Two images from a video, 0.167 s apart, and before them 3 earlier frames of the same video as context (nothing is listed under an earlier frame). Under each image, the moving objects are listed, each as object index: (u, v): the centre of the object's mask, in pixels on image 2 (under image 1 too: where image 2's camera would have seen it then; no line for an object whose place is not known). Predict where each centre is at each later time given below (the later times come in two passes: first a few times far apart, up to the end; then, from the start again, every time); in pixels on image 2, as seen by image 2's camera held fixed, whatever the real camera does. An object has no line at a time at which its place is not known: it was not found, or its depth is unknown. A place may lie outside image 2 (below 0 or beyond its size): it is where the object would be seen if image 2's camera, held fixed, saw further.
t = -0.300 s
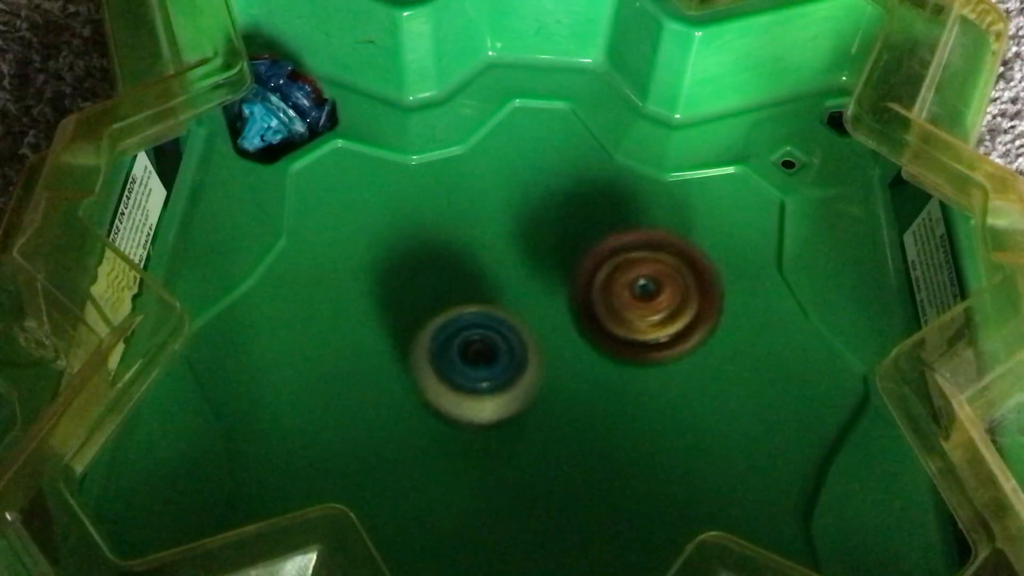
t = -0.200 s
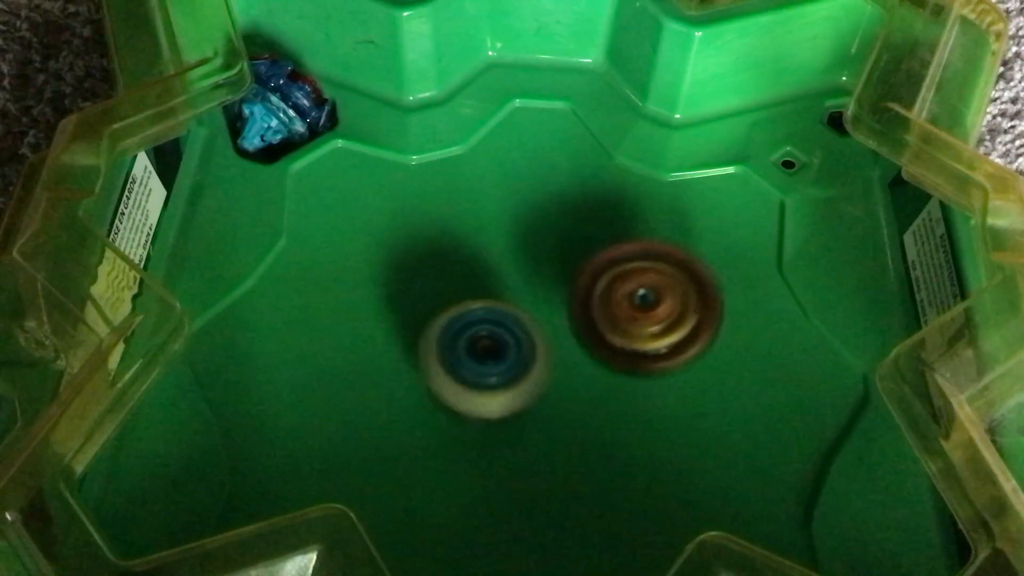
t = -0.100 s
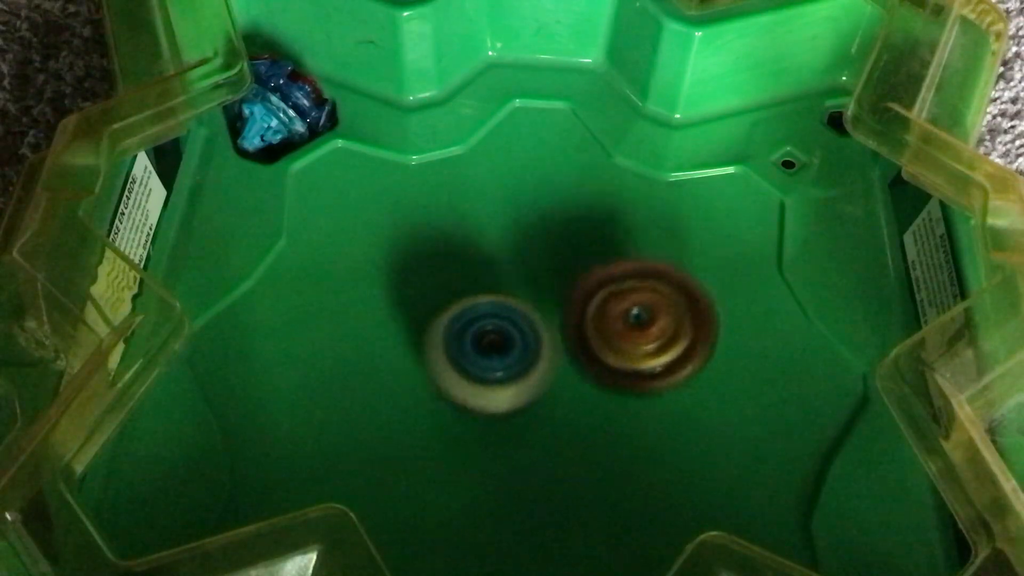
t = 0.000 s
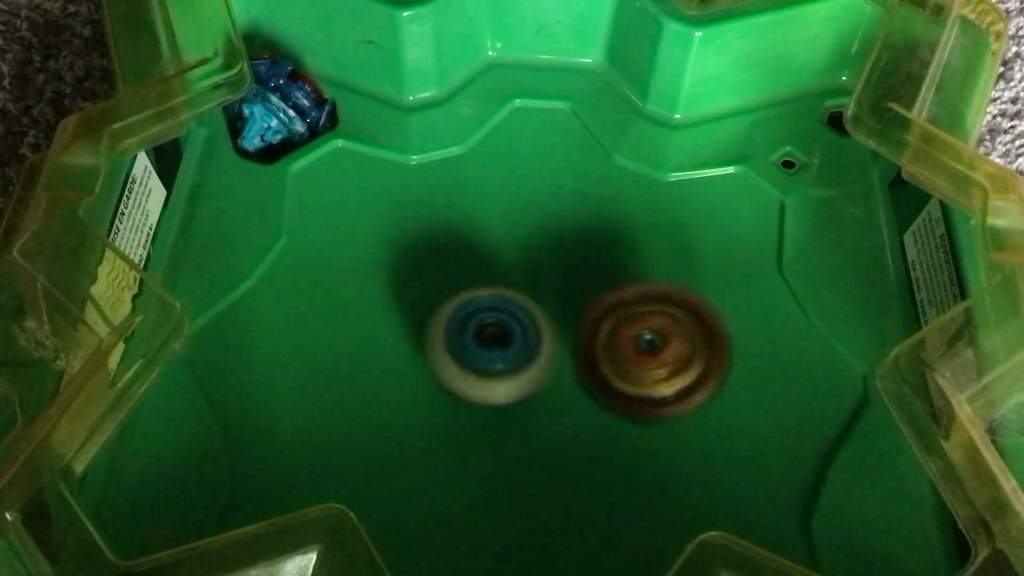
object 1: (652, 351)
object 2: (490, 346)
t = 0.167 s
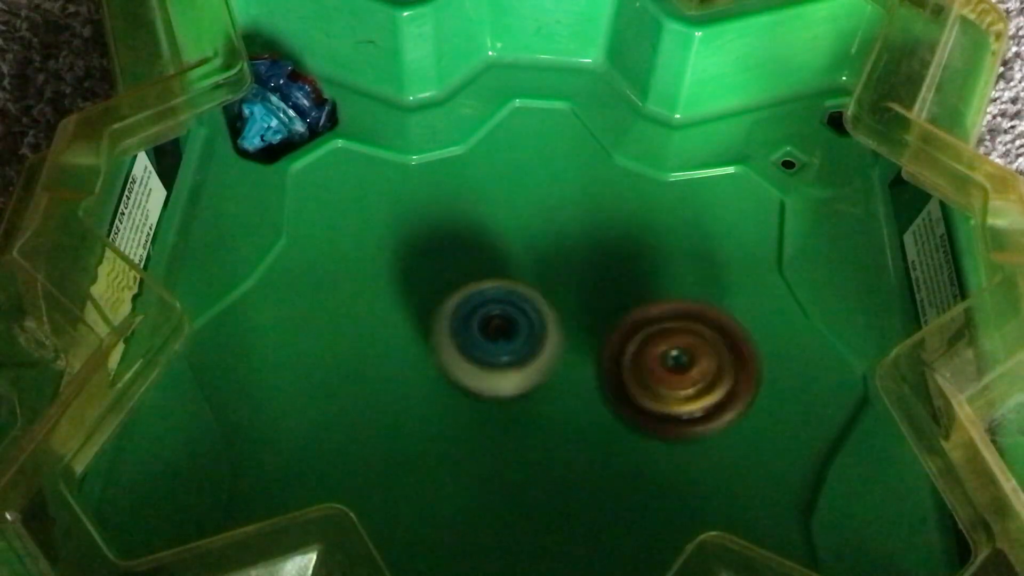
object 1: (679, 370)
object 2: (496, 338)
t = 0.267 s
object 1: (673, 371)
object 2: (503, 337)
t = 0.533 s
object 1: (657, 423)
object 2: (501, 320)
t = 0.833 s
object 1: (615, 438)
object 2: (515, 342)
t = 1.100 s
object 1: (547, 485)
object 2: (522, 346)
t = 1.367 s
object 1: (505, 473)
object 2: (535, 351)
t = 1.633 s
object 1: (452, 447)
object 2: (547, 356)
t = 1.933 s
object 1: (400, 405)
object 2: (556, 361)
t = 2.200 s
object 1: (395, 359)
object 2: (553, 366)
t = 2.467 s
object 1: (404, 320)
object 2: (547, 375)
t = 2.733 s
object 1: (440, 282)
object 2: (544, 386)
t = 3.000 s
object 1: (493, 255)
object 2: (538, 389)
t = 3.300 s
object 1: (555, 254)
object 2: (517, 387)
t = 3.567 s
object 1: (605, 283)
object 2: (502, 383)
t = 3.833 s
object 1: (641, 325)
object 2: (496, 372)
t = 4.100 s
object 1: (641, 372)
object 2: (492, 353)
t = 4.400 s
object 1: (608, 424)
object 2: (494, 344)
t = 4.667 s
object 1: (556, 457)
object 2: (511, 337)
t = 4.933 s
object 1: (496, 452)
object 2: (541, 336)
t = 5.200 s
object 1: (448, 411)
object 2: (562, 342)
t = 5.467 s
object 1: (421, 357)
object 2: (570, 354)
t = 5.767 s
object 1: (433, 306)
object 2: (567, 381)
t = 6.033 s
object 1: (486, 280)
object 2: (558, 402)
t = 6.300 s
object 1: (547, 263)
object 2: (528, 409)
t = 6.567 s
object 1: (584, 285)
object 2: (496, 396)
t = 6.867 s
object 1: (629, 338)
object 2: (472, 374)
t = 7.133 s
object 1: (629, 383)
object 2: (480, 351)
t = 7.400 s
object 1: (588, 432)
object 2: (503, 328)
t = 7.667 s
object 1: (522, 447)
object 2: (543, 328)
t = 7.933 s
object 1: (465, 428)
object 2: (572, 348)
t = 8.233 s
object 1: (420, 374)
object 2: (576, 381)
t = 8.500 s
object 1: (433, 317)
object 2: (554, 406)
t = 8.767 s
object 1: (486, 276)
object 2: (518, 411)
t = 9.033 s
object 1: (556, 268)
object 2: (493, 392)
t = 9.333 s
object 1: (618, 295)
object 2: (486, 361)
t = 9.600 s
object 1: (656, 350)
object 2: (486, 341)
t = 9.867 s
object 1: (662, 401)
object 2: (495, 345)
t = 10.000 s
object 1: (624, 424)
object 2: (504, 347)
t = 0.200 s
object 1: (679, 370)
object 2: (498, 337)
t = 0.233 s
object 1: (678, 370)
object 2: (500, 338)
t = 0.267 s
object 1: (673, 371)
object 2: (503, 337)
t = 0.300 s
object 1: (668, 373)
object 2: (504, 337)
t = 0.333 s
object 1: (659, 375)
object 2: (506, 336)
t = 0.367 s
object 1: (651, 379)
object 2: (509, 337)
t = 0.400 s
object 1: (647, 386)
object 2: (508, 334)
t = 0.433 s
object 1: (650, 398)
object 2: (505, 327)
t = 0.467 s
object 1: (652, 408)
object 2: (502, 323)
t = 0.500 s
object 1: (654, 416)
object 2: (501, 321)
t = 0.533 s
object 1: (657, 423)
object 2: (501, 320)
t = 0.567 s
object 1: (657, 429)
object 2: (502, 321)
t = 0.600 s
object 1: (657, 432)
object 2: (503, 322)
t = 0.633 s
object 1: (656, 434)
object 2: (504, 325)
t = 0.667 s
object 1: (654, 435)
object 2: (507, 329)
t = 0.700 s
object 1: (650, 436)
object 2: (509, 331)
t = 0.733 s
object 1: (644, 437)
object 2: (510, 335)
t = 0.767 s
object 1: (636, 438)
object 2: (512, 338)
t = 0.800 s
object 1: (628, 438)
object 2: (514, 341)
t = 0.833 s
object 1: (615, 438)
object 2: (515, 342)
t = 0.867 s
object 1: (604, 442)
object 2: (516, 342)
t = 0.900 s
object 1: (594, 448)
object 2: (516, 342)
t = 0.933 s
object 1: (584, 454)
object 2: (516, 340)
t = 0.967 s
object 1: (575, 461)
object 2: (517, 341)
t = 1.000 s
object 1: (565, 469)
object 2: (518, 341)
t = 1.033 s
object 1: (559, 474)
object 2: (520, 342)
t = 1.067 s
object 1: (554, 480)
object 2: (520, 344)
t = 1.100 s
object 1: (547, 485)
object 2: (522, 346)
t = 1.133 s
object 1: (545, 486)
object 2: (523, 347)
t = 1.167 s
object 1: (542, 486)
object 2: (523, 349)
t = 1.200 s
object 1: (537, 484)
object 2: (525, 350)
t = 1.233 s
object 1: (533, 482)
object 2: (526, 351)
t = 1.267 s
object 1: (527, 480)
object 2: (527, 351)
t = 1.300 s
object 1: (520, 476)
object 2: (529, 352)
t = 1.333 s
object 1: (514, 473)
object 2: (531, 352)
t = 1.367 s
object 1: (505, 473)
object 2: (535, 351)
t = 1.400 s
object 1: (496, 472)
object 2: (538, 351)
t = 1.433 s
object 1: (489, 470)
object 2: (540, 351)
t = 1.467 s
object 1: (484, 467)
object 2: (541, 352)
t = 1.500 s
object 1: (476, 463)
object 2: (544, 352)
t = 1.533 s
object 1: (471, 459)
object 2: (544, 353)
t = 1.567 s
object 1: (465, 455)
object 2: (544, 354)
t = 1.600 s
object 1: (458, 451)
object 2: (546, 355)
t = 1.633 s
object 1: (452, 447)
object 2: (547, 356)
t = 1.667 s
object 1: (446, 443)
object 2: (549, 357)
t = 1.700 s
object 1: (440, 439)
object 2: (549, 358)
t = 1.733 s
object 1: (435, 433)
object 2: (550, 359)
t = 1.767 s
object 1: (432, 428)
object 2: (550, 360)
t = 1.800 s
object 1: (427, 423)
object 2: (550, 360)
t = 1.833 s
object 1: (419, 417)
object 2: (551, 360)
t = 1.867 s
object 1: (411, 413)
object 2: (554, 361)
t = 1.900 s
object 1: (406, 408)
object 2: (556, 360)
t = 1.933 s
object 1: (400, 405)
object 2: (556, 361)
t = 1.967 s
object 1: (398, 402)
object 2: (557, 361)
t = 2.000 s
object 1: (397, 398)
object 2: (556, 362)
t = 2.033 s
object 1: (398, 392)
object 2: (555, 362)
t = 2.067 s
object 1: (399, 388)
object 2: (553, 362)
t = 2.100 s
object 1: (401, 382)
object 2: (551, 363)
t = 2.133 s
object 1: (403, 374)
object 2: (551, 363)
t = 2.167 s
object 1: (399, 366)
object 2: (552, 365)
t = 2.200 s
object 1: (395, 359)
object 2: (553, 366)
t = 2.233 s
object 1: (392, 352)
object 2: (553, 367)
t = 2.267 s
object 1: (391, 348)
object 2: (553, 367)
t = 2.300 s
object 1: (392, 343)
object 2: (551, 368)
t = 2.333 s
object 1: (393, 339)
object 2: (551, 369)
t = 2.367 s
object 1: (395, 335)
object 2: (549, 370)
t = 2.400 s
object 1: (399, 331)
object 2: (548, 371)
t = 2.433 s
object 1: (403, 326)
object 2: (546, 372)
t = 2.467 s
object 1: (404, 320)
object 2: (547, 375)
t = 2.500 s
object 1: (406, 314)
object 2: (549, 377)
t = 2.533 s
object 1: (408, 309)
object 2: (549, 379)
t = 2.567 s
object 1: (412, 303)
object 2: (549, 382)
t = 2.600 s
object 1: (416, 299)
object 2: (548, 383)
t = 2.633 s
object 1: (421, 295)
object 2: (548, 384)
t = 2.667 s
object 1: (427, 291)
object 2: (547, 384)
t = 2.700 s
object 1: (432, 286)
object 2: (546, 385)
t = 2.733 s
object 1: (440, 282)
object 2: (544, 386)
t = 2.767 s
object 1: (447, 278)
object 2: (544, 387)
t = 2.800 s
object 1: (452, 273)
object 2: (545, 389)
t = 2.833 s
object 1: (459, 268)
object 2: (545, 391)
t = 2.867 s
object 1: (466, 264)
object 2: (544, 391)
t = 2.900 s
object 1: (473, 260)
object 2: (543, 391)
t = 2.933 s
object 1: (481, 258)
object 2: (542, 390)
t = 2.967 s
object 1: (487, 256)
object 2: (541, 390)
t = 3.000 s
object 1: (493, 255)
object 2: (538, 389)
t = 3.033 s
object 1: (501, 254)
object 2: (536, 388)
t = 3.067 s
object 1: (510, 253)
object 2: (534, 388)
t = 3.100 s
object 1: (517, 252)
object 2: (532, 389)
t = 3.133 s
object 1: (525, 250)
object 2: (529, 389)
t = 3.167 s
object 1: (532, 249)
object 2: (526, 389)
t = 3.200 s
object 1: (539, 249)
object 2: (524, 389)
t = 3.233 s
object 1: (543, 250)
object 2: (521, 389)
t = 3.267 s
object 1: (548, 252)
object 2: (520, 388)
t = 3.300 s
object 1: (555, 254)
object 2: (517, 387)
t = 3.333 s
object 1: (562, 257)
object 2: (514, 386)
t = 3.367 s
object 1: (567, 260)
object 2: (512, 386)
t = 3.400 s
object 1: (575, 263)
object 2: (510, 386)
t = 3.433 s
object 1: (582, 266)
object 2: (507, 386)
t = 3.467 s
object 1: (587, 269)
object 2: (505, 386)
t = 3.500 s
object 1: (594, 273)
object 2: (504, 386)
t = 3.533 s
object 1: (598, 278)
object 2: (503, 384)
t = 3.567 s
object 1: (605, 283)
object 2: (502, 383)
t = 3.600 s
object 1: (612, 287)
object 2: (501, 382)
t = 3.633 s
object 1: (617, 291)
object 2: (500, 382)
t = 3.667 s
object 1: (621, 297)
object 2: (500, 380)
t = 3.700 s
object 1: (627, 302)
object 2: (498, 379)
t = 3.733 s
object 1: (632, 308)
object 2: (497, 377)
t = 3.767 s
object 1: (636, 313)
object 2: (497, 376)
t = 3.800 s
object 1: (639, 319)
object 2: (496, 374)
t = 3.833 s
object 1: (641, 325)
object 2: (496, 372)
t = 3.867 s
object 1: (643, 330)
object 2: (497, 369)
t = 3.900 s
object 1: (644, 335)
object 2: (497, 367)
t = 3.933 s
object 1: (644, 341)
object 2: (496, 365)
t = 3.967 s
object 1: (646, 348)
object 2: (494, 362)
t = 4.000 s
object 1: (645, 354)
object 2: (493, 360)
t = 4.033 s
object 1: (644, 360)
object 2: (493, 358)
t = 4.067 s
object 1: (643, 365)
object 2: (492, 355)
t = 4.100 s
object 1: (641, 372)
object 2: (492, 353)
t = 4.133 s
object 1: (640, 380)
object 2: (491, 351)
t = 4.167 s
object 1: (639, 387)
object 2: (490, 349)
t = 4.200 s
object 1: (638, 394)
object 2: (490, 348)
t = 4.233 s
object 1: (634, 400)
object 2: (490, 346)
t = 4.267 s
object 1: (631, 407)
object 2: (491, 346)
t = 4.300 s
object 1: (626, 412)
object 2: (491, 345)
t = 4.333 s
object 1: (621, 416)
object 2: (491, 345)
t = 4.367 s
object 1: (616, 421)
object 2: (492, 345)
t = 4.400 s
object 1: (608, 424)
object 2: (494, 344)
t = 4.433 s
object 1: (602, 429)
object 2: (495, 342)
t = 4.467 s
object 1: (595, 436)
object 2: (496, 341)
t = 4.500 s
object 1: (589, 440)
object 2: (499, 340)
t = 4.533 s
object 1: (581, 445)
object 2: (501, 339)
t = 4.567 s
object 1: (576, 451)
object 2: (503, 339)
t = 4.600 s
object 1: (569, 453)
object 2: (506, 338)
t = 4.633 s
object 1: (562, 456)
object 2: (509, 338)
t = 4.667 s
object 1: (556, 457)
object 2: (511, 337)
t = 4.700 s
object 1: (548, 458)
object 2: (515, 337)
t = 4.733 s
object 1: (540, 458)
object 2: (518, 336)
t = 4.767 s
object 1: (532, 457)
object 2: (522, 335)
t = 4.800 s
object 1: (524, 456)
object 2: (526, 334)
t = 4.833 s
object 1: (515, 456)
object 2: (529, 335)
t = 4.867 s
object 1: (509, 456)
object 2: (533, 335)
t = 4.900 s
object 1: (502, 454)
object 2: (537, 336)
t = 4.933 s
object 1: (496, 452)
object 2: (541, 336)
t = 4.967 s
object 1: (490, 448)
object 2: (544, 336)
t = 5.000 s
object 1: (484, 444)
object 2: (547, 337)
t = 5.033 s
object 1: (478, 439)
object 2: (550, 338)
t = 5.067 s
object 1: (472, 435)
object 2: (553, 338)
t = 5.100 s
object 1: (465, 429)
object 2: (556, 339)
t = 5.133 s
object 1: (459, 423)
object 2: (559, 340)
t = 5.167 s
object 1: (453, 417)
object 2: (561, 341)
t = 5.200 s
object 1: (448, 411)
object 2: (562, 342)
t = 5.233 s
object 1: (444, 404)
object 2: (564, 343)
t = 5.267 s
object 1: (439, 397)
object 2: (566, 344)
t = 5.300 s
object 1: (434, 391)
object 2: (567, 346)
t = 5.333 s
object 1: (428, 384)
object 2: (569, 347)
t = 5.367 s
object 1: (425, 377)
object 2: (571, 348)
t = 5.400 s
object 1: (422, 370)
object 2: (571, 350)
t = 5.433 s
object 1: (421, 364)
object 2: (571, 352)
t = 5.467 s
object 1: (421, 357)
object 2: (570, 354)
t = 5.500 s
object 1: (421, 350)
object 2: (569, 357)
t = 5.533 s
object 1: (421, 343)
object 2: (568, 360)
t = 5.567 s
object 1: (421, 336)
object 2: (569, 364)
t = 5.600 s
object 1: (421, 330)
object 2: (570, 367)
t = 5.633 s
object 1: (423, 323)
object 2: (570, 370)
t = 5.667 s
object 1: (424, 318)
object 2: (570, 373)
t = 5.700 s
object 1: (427, 314)
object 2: (569, 376)
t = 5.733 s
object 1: (430, 310)
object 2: (568, 379)
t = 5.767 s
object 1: (433, 306)
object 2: (567, 381)
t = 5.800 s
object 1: (439, 302)
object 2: (566, 384)
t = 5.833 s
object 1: (444, 299)
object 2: (565, 386)
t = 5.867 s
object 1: (449, 296)
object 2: (565, 389)
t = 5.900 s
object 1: (456, 292)
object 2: (565, 391)
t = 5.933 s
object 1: (463, 289)
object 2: (564, 394)
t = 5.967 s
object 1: (470, 287)
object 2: (563, 396)
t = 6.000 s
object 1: (479, 284)
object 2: (560, 399)
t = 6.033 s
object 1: (486, 280)
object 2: (558, 402)
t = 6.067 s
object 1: (495, 277)
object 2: (556, 403)
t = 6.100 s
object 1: (502, 275)
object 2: (552, 404)
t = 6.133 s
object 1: (511, 273)
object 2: (548, 405)
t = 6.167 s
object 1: (519, 270)
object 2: (544, 406)
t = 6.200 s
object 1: (529, 266)
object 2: (541, 408)
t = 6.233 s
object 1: (535, 264)
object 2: (537, 408)
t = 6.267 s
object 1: (541, 263)
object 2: (533, 409)
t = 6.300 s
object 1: (547, 263)
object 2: (528, 409)
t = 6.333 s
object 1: (553, 263)
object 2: (523, 409)
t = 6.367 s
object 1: (557, 263)
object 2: (519, 408)
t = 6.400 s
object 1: (562, 265)
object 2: (516, 406)
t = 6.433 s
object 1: (565, 267)
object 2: (512, 405)
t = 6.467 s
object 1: (570, 271)
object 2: (508, 403)
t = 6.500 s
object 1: (574, 275)
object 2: (505, 401)
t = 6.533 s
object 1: (577, 280)
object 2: (501, 398)
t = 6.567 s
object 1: (584, 285)
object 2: (496, 396)
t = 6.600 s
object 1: (589, 290)
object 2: (492, 395)
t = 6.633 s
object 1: (593, 295)
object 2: (489, 392)
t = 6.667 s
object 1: (600, 300)
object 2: (486, 390)
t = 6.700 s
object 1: (605, 306)
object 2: (484, 388)
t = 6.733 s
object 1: (611, 312)
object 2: (481, 385)
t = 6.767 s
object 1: (615, 319)
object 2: (477, 382)
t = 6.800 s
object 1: (620, 325)
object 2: (474, 379)
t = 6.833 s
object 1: (626, 332)
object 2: (472, 376)
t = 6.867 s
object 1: (629, 338)
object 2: (472, 374)
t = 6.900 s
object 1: (632, 344)
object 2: (472, 371)
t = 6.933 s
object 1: (635, 350)
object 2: (472, 368)
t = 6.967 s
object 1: (636, 356)
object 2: (472, 365)
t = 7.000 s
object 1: (636, 361)
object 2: (473, 362)
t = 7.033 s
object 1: (635, 367)
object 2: (474, 359)
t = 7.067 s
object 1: (634, 372)
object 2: (476, 357)
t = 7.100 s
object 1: (632, 377)
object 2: (478, 354)
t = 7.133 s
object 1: (629, 383)
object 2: (480, 351)
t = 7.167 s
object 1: (624, 389)
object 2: (483, 347)
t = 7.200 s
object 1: (621, 395)
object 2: (485, 343)
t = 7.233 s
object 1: (615, 402)
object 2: (485, 339)
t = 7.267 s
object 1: (611, 408)
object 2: (486, 335)
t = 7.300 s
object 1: (606, 415)
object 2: (490, 334)
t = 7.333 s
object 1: (600, 421)
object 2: (493, 331)
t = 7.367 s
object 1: (594, 427)
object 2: (498, 329)
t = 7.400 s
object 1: (588, 432)
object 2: (503, 328)
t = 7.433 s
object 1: (581, 436)
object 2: (507, 327)
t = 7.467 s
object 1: (573, 440)
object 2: (511, 327)
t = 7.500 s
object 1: (565, 442)
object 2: (516, 326)
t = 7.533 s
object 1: (557, 445)
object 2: (522, 327)
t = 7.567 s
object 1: (549, 446)
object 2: (526, 326)
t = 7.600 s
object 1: (540, 446)
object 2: (532, 326)
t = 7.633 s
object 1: (531, 447)
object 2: (538, 327)
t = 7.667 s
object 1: (522, 447)
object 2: (543, 328)
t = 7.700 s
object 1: (513, 446)
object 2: (548, 329)
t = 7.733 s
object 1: (504, 446)
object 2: (553, 332)
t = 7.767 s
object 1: (498, 444)
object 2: (557, 334)
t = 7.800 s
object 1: (490, 442)
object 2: (560, 337)
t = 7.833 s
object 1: (484, 439)
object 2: (563, 340)
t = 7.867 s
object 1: (480, 436)
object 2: (565, 343)
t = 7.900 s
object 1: (473, 432)
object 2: (568, 345)
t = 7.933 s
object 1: (465, 428)
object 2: (572, 348)
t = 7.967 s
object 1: (458, 424)
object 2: (574, 352)
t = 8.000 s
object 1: (453, 419)
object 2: (575, 356)
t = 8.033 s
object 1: (449, 414)
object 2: (577, 360)
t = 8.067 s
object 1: (446, 407)
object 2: (577, 364)
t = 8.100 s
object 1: (439, 401)
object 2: (578, 367)
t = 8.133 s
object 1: (432, 394)
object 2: (579, 370)
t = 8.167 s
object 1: (427, 387)
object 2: (579, 374)
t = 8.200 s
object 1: (422, 381)
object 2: (578, 377)
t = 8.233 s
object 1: (420, 374)
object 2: (576, 381)
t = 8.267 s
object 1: (419, 366)
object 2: (574, 384)
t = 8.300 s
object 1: (418, 359)
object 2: (572, 387)
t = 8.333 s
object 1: (419, 353)
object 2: (569, 391)
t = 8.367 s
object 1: (421, 346)
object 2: (565, 394)
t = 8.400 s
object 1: (424, 340)
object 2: (563, 396)
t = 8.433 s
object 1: (426, 331)
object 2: (560, 400)
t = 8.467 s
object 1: (430, 324)
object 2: (558, 403)
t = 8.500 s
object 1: (433, 317)
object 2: (554, 406)
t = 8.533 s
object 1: (438, 310)
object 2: (549, 408)
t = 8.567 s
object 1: (443, 304)
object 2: (545, 410)
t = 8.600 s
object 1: (449, 298)
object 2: (540, 412)
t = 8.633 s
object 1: (455, 293)
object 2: (535, 413)
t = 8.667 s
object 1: (462, 289)
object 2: (530, 413)
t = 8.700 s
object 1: (470, 284)
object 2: (526, 413)
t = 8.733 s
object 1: (478, 280)
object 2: (522, 412)
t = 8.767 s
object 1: (486, 276)
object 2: (518, 411)
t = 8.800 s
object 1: (495, 273)
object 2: (515, 409)
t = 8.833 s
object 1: (502, 271)
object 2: (511, 407)
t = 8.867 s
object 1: (512, 269)
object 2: (507, 405)
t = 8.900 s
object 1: (521, 268)
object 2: (504, 403)
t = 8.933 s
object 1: (529, 267)
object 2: (501, 400)
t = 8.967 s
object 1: (539, 267)
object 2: (498, 397)
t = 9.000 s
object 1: (547, 268)
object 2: (495, 394)
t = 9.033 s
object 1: (556, 268)
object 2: (493, 392)
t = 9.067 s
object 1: (565, 269)
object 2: (491, 389)
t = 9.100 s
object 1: (571, 271)
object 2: (490, 386)
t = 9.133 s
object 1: (578, 273)
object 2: (489, 383)
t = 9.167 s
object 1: (586, 275)
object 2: (487, 380)
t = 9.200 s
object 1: (592, 278)
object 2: (486, 376)
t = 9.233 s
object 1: (599, 282)
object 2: (486, 371)
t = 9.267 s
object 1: (606, 285)
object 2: (485, 368)
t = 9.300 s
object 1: (613, 290)
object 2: (486, 364)
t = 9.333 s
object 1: (618, 295)
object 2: (486, 361)
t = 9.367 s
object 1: (623, 300)
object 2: (487, 358)
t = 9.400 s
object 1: (630, 306)
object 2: (487, 355)
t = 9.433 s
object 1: (634, 311)
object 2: (487, 353)
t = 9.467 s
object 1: (637, 318)
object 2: (488, 350)
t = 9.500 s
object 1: (641, 325)
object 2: (490, 349)
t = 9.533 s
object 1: (642, 332)
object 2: (492, 347)
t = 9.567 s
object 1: (649, 342)
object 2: (489, 343)
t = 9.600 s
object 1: (656, 350)
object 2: (486, 341)
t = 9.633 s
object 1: (664, 359)
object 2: (485, 339)
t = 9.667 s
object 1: (669, 368)
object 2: (485, 339)
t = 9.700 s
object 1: (673, 374)
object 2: (486, 339)
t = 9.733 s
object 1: (674, 381)
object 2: (487, 340)
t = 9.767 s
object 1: (674, 386)
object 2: (488, 341)
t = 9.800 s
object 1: (671, 392)
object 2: (490, 342)
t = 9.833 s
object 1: (668, 397)
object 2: (492, 343)
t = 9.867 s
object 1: (662, 401)
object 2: (495, 345)
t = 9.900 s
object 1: (654, 406)
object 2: (499, 346)
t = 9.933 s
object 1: (644, 410)
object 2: (502, 348)
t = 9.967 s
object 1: (631, 415)
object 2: (505, 348)
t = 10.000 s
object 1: (624, 424)
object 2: (504, 347)
